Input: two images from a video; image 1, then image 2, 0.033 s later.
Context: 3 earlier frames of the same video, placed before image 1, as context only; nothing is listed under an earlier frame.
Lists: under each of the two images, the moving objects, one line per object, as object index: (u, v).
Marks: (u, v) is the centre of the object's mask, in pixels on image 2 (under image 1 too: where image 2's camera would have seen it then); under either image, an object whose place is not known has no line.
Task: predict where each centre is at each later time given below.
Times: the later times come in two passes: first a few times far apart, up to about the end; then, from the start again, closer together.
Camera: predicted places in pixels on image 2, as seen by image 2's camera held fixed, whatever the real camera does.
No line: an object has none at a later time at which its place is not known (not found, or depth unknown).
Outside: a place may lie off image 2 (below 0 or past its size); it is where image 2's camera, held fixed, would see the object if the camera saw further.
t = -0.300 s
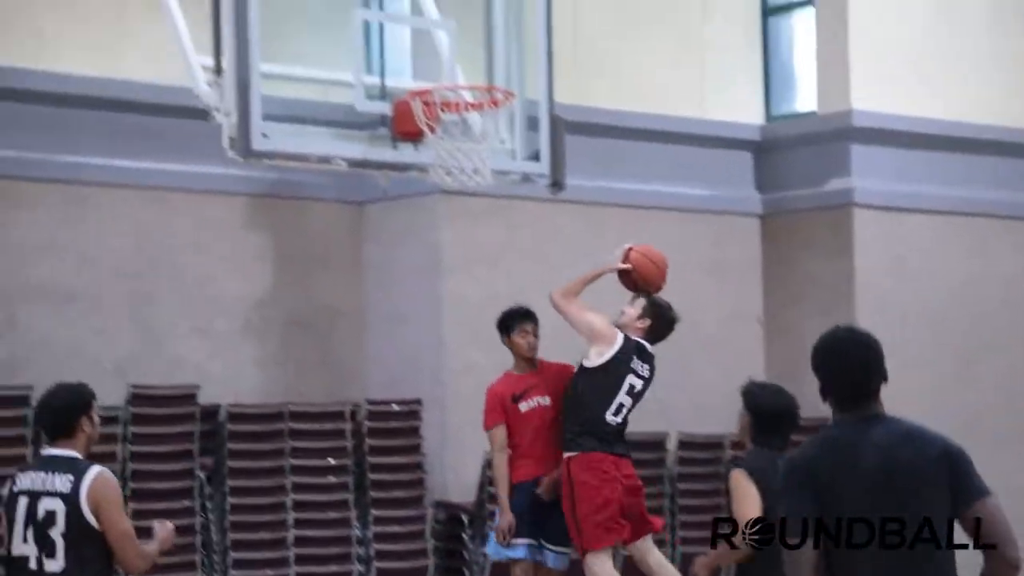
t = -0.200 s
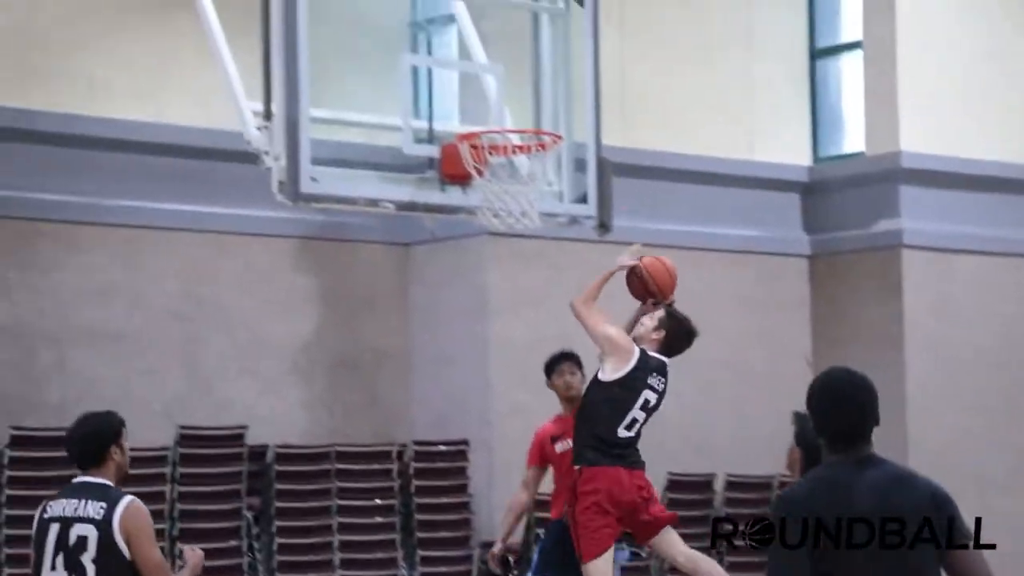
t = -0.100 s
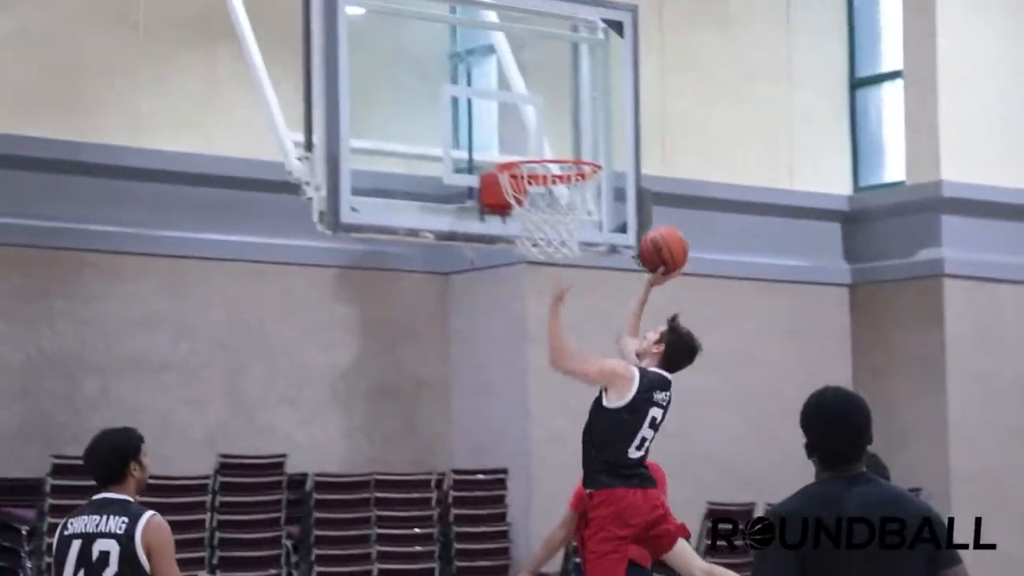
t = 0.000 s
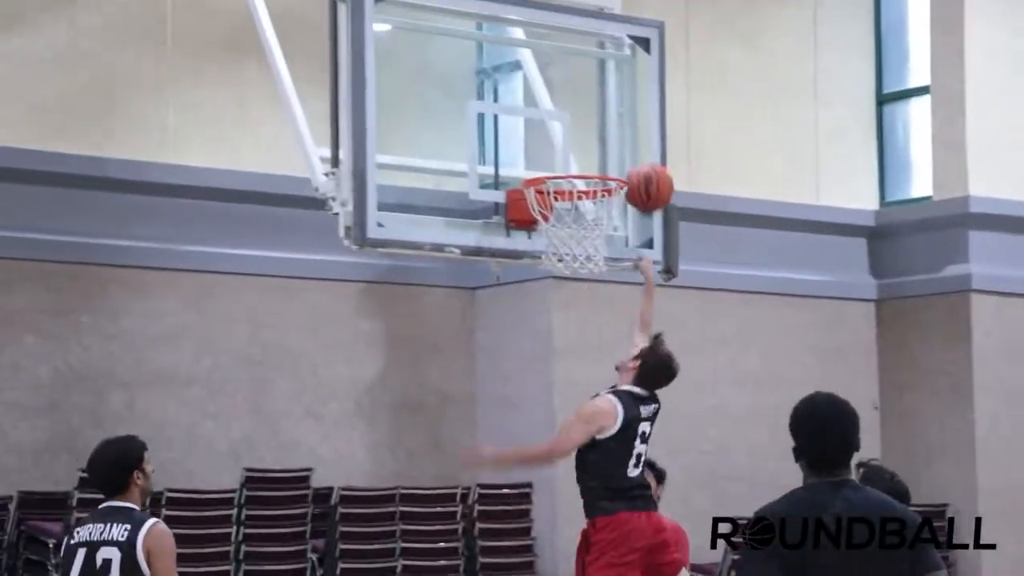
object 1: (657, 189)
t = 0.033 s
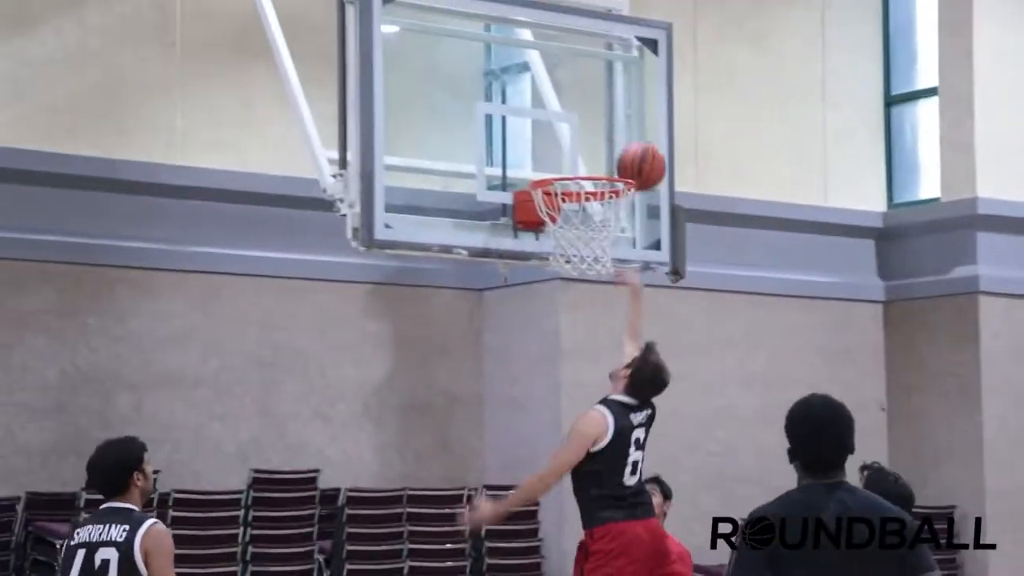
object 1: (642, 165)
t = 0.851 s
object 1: (592, 219)
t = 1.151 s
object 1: (610, 315)
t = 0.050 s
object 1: (634, 156)
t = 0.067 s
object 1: (626, 147)
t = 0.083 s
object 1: (619, 138)
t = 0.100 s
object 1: (615, 131)
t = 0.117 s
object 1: (615, 125)
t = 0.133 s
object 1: (615, 121)
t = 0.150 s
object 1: (615, 117)
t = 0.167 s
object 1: (615, 114)
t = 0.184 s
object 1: (615, 111)
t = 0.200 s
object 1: (615, 108)
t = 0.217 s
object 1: (615, 106)
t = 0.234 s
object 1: (615, 105)
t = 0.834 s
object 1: (581, 210)
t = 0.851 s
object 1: (592, 219)
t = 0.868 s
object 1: (596, 225)
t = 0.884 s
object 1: (599, 231)
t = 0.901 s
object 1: (602, 236)
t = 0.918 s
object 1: (605, 240)
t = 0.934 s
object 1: (606, 244)
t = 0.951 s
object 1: (607, 245)
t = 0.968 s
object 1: (608, 247)
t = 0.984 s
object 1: (608, 250)
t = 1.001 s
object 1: (608, 252)
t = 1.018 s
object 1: (607, 264)
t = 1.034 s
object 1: (608, 267)
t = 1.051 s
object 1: (609, 271)
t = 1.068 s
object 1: (610, 276)
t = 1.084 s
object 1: (609, 282)
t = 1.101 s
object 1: (609, 289)
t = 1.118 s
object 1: (610, 297)
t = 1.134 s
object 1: (610, 306)
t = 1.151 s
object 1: (610, 315)
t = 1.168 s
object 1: (611, 325)
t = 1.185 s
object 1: (611, 335)
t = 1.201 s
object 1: (611, 346)
